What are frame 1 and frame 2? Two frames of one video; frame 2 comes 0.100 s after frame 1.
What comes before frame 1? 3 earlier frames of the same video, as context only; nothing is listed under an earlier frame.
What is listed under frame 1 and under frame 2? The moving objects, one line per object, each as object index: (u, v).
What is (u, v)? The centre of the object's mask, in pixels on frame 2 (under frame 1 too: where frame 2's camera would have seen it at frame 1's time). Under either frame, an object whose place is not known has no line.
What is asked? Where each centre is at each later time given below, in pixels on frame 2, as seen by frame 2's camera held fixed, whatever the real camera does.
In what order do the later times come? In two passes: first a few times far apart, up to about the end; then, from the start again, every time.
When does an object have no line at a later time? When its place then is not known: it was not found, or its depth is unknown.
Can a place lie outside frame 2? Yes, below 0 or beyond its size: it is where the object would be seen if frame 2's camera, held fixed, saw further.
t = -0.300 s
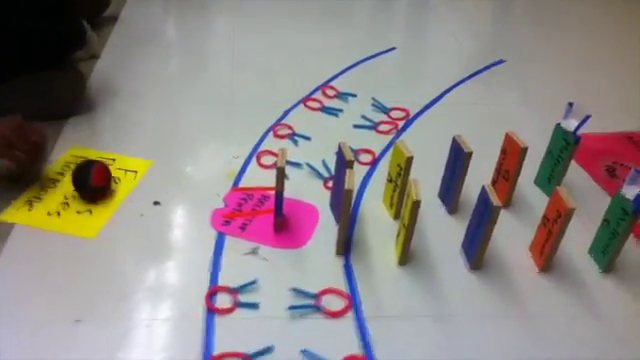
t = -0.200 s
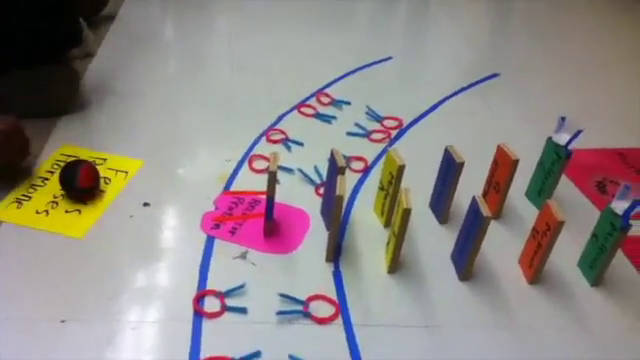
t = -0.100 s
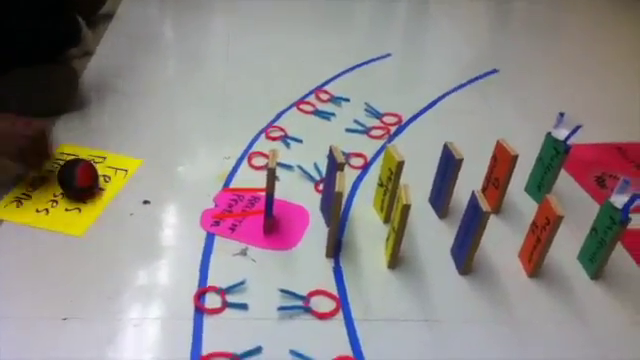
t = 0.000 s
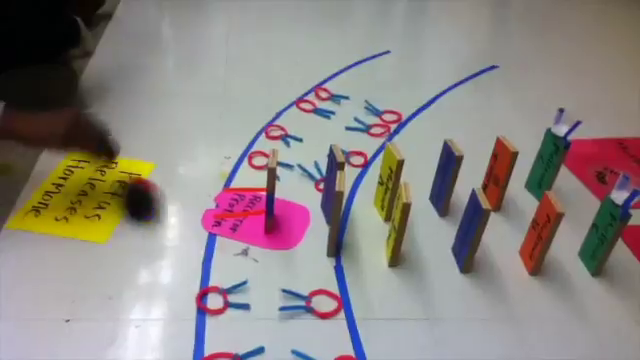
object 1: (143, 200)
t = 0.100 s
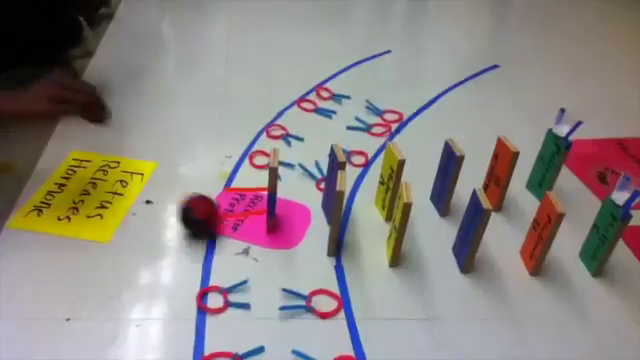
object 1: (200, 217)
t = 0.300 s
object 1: (237, 215)
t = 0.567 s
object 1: (239, 216)
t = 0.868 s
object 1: (238, 217)
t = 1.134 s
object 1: (237, 217)
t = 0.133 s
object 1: (210, 218)
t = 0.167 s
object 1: (219, 216)
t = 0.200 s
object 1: (226, 213)
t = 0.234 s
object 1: (232, 215)
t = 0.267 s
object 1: (234, 217)
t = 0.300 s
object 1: (237, 215)
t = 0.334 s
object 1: (239, 214)
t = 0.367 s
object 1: (241, 213)
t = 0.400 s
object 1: (242, 213)
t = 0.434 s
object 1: (242, 213)
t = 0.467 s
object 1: (241, 214)
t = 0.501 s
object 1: (241, 214)
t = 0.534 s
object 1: (240, 216)
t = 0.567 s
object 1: (239, 216)
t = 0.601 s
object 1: (239, 217)
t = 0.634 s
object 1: (238, 217)
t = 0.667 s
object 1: (238, 216)
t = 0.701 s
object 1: (238, 216)
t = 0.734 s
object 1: (238, 216)
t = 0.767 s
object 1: (238, 216)
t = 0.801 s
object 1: (238, 216)
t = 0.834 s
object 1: (238, 216)
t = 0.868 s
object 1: (238, 217)
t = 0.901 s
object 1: (238, 216)
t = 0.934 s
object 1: (238, 216)
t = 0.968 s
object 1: (238, 216)
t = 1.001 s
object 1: (238, 216)
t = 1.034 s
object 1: (238, 216)
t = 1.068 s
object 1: (238, 216)
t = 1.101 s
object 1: (238, 217)
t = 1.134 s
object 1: (237, 217)
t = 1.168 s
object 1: (237, 217)
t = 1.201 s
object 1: (237, 217)
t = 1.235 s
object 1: (237, 217)
